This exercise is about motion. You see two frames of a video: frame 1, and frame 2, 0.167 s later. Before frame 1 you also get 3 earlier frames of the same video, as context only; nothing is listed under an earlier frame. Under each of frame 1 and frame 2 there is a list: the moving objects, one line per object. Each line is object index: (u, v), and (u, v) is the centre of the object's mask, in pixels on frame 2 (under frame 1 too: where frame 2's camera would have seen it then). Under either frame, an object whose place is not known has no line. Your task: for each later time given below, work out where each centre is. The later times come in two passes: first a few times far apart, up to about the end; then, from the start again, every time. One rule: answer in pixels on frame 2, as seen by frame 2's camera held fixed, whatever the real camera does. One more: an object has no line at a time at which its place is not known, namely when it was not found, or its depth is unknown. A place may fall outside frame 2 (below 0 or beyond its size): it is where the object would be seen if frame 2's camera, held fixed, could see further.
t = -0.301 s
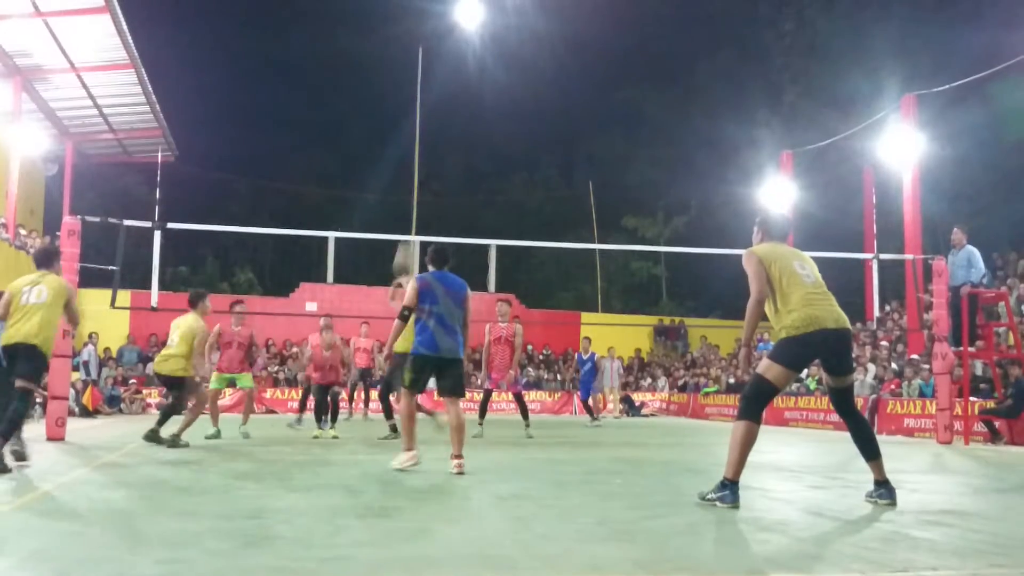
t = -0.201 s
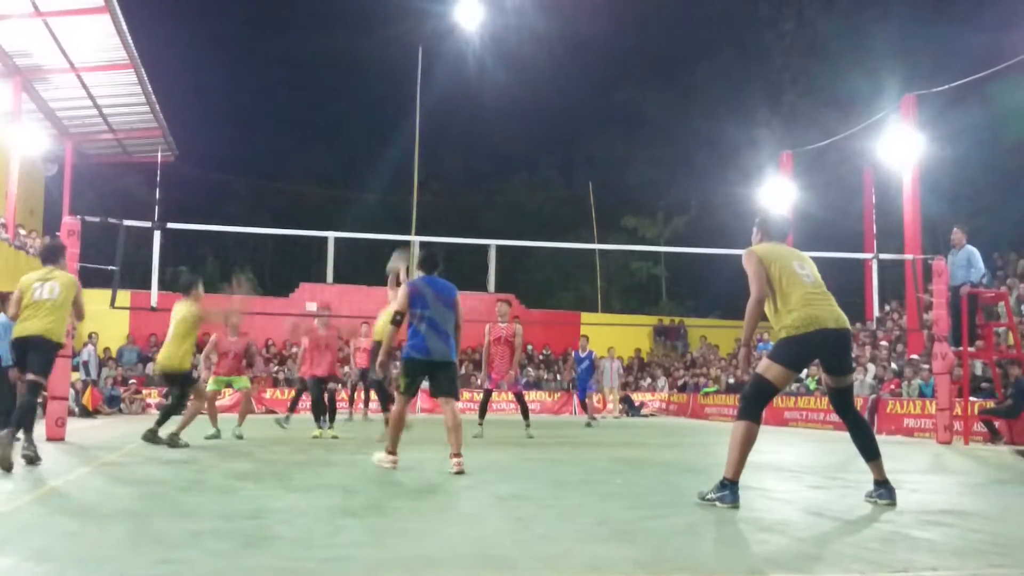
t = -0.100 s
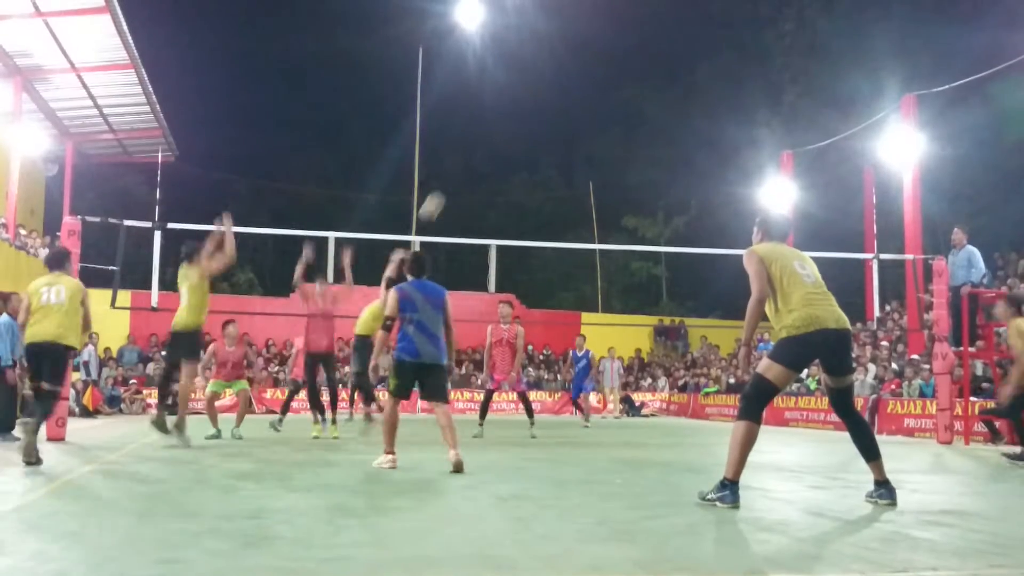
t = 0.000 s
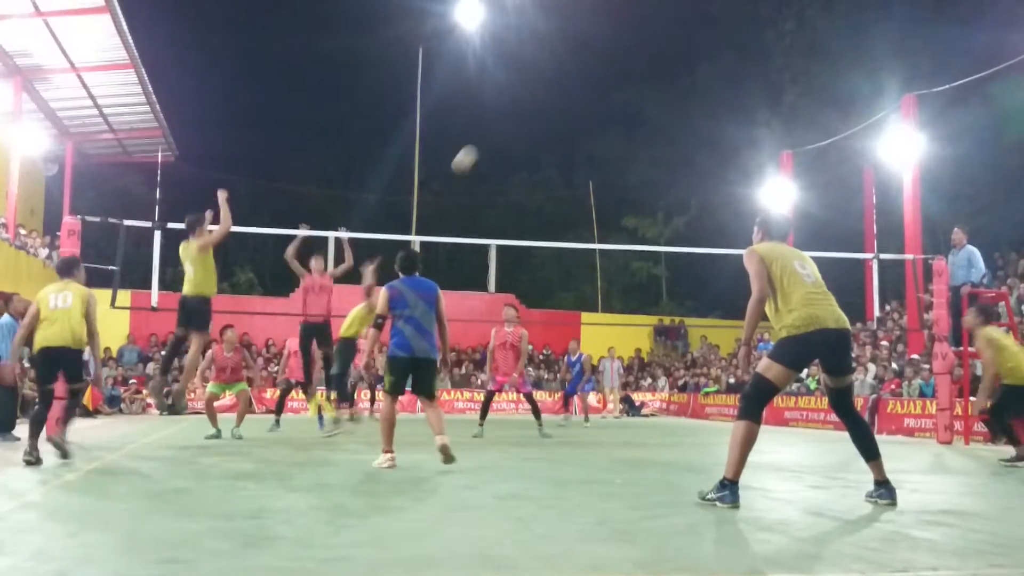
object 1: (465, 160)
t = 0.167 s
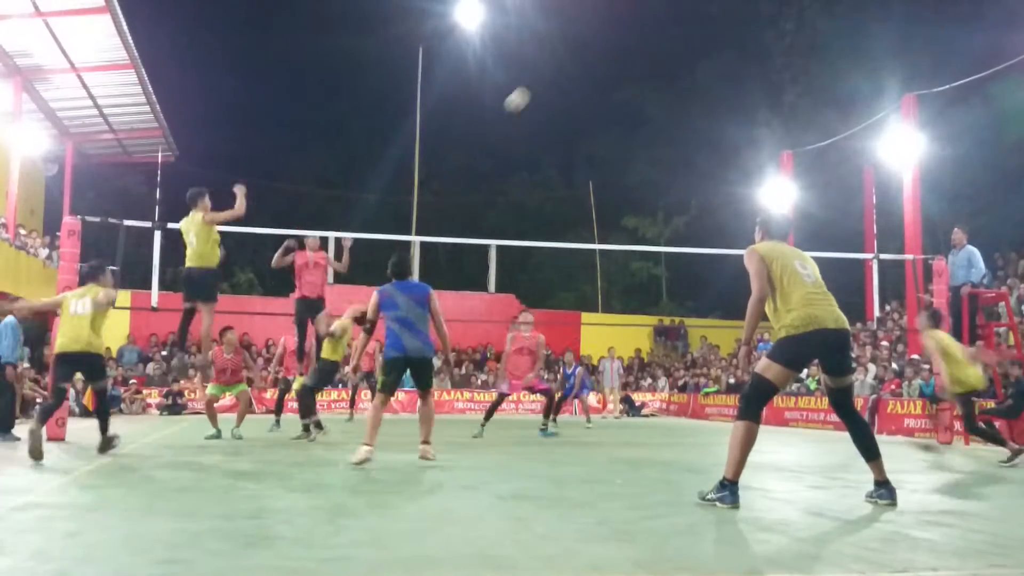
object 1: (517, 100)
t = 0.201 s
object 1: (527, 91)
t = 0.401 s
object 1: (586, 57)
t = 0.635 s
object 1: (653, 59)
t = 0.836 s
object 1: (709, 96)
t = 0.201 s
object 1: (527, 91)
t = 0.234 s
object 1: (538, 83)
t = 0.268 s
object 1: (547, 76)
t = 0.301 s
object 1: (557, 70)
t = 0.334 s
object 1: (567, 64)
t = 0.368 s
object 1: (576, 60)
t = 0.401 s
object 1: (586, 57)
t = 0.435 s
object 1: (595, 54)
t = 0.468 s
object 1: (605, 53)
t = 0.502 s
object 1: (615, 53)
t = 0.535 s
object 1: (624, 53)
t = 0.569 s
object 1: (634, 54)
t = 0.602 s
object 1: (643, 56)
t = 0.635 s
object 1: (653, 59)
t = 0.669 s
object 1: (662, 63)
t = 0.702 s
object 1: (671, 68)
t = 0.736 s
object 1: (681, 74)
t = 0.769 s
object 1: (690, 80)
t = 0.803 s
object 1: (700, 88)
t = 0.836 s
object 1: (709, 96)
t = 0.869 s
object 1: (718, 105)
